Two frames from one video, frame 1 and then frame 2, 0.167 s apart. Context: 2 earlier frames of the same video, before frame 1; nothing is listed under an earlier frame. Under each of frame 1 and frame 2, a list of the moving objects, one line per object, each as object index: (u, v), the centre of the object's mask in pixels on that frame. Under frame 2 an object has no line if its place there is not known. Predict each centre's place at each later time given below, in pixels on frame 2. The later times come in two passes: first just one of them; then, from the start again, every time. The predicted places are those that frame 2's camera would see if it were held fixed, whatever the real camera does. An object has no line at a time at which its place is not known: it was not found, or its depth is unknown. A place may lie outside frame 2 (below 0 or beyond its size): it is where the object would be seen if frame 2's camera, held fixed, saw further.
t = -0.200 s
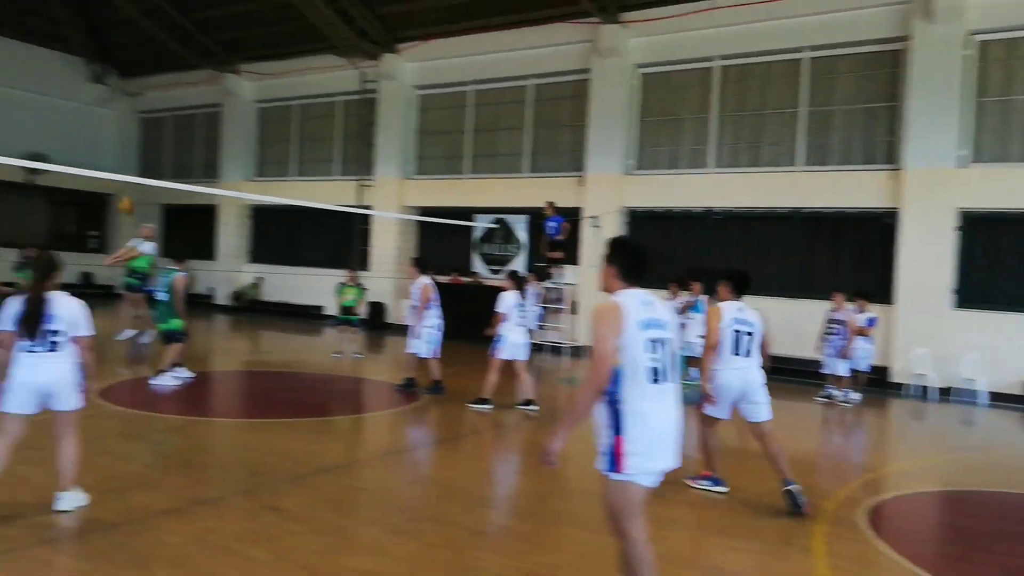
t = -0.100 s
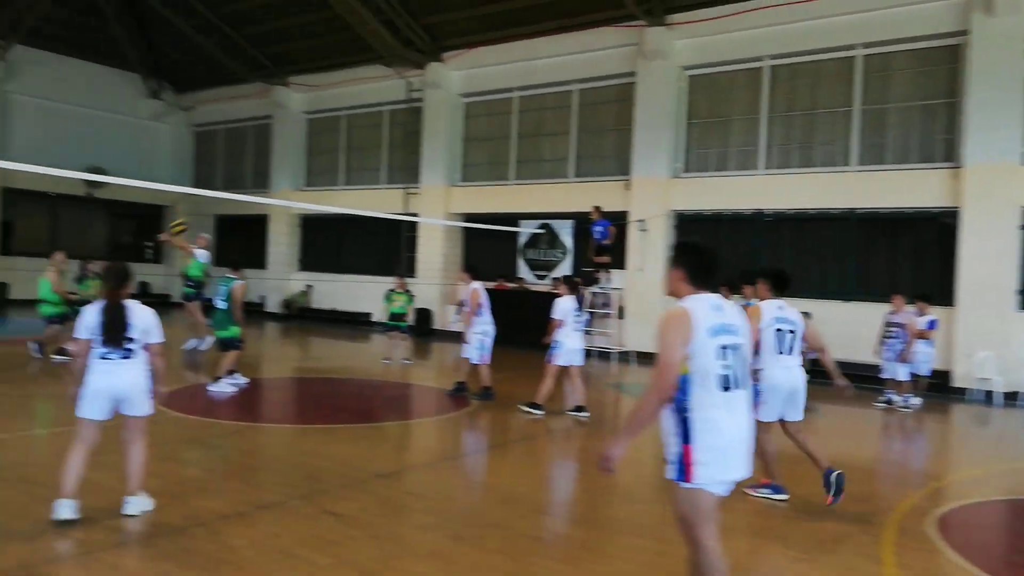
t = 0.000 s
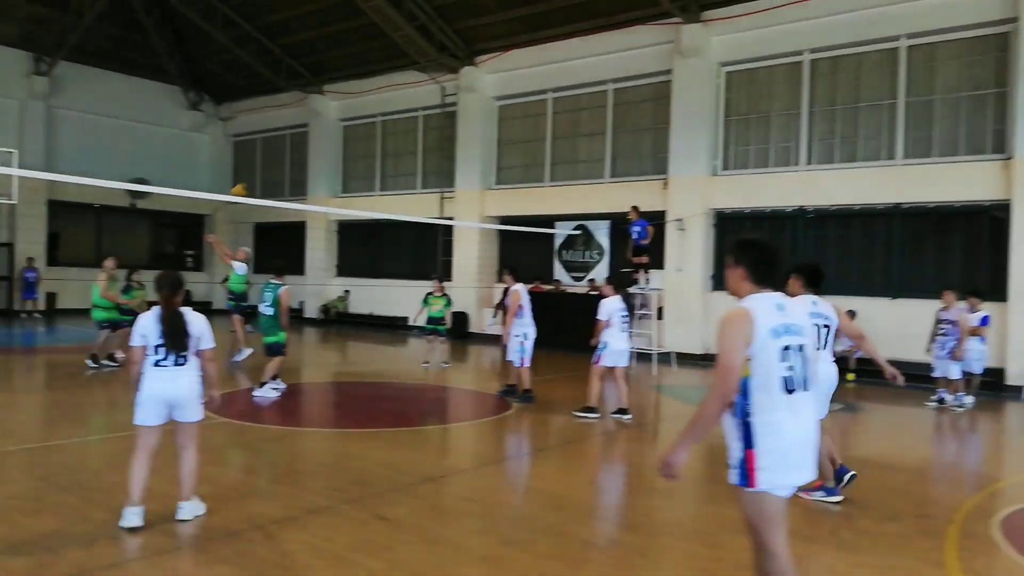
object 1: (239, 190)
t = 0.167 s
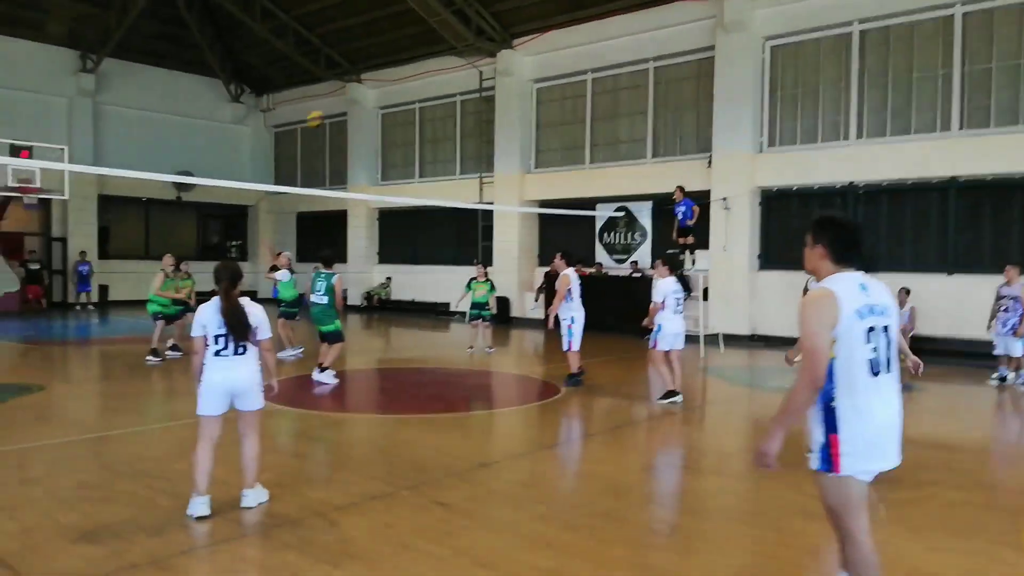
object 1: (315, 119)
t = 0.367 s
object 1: (364, 61)
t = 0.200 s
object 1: (323, 109)
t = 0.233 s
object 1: (330, 98)
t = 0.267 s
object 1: (338, 87)
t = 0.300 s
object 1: (347, 78)
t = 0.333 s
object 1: (355, 70)
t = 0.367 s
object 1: (364, 61)
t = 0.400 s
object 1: (372, 52)
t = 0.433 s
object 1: (381, 45)
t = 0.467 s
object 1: (392, 39)
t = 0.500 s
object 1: (401, 33)
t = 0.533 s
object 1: (410, 28)
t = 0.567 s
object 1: (421, 24)
